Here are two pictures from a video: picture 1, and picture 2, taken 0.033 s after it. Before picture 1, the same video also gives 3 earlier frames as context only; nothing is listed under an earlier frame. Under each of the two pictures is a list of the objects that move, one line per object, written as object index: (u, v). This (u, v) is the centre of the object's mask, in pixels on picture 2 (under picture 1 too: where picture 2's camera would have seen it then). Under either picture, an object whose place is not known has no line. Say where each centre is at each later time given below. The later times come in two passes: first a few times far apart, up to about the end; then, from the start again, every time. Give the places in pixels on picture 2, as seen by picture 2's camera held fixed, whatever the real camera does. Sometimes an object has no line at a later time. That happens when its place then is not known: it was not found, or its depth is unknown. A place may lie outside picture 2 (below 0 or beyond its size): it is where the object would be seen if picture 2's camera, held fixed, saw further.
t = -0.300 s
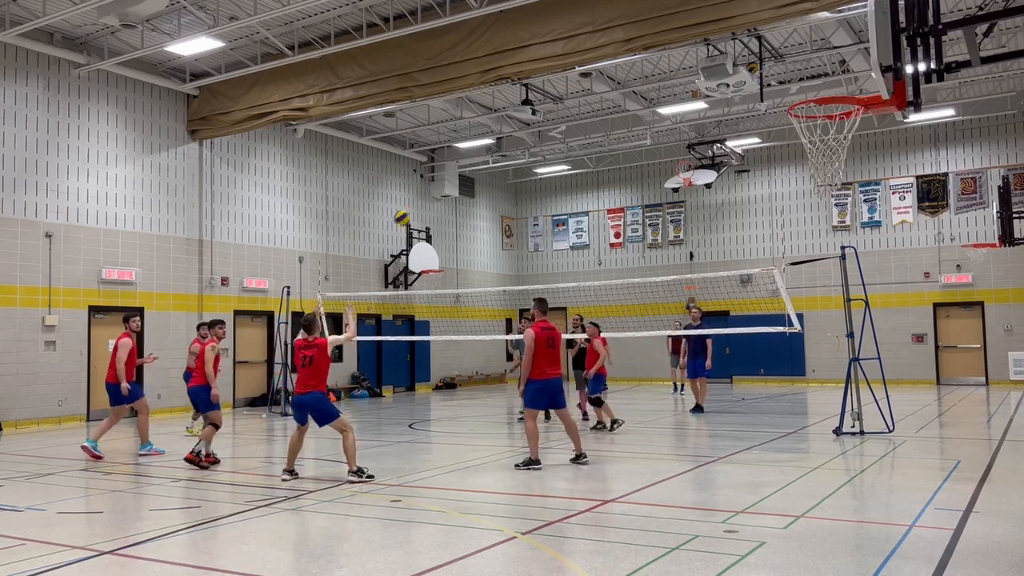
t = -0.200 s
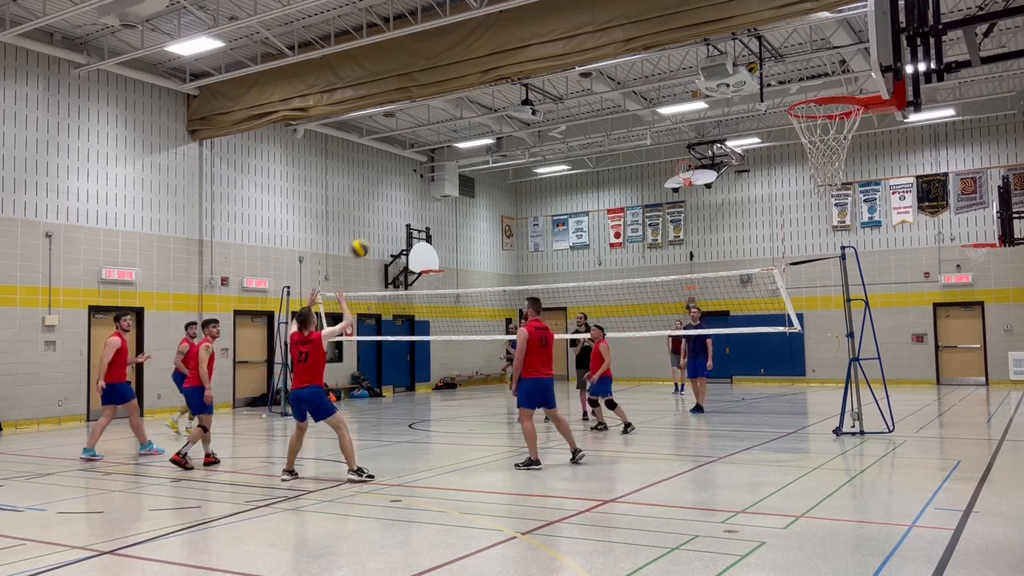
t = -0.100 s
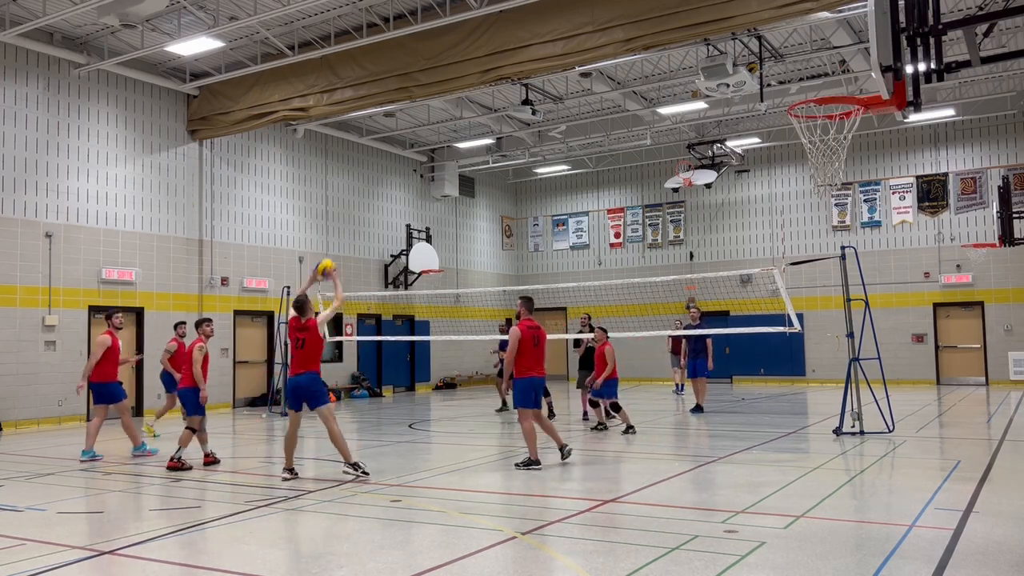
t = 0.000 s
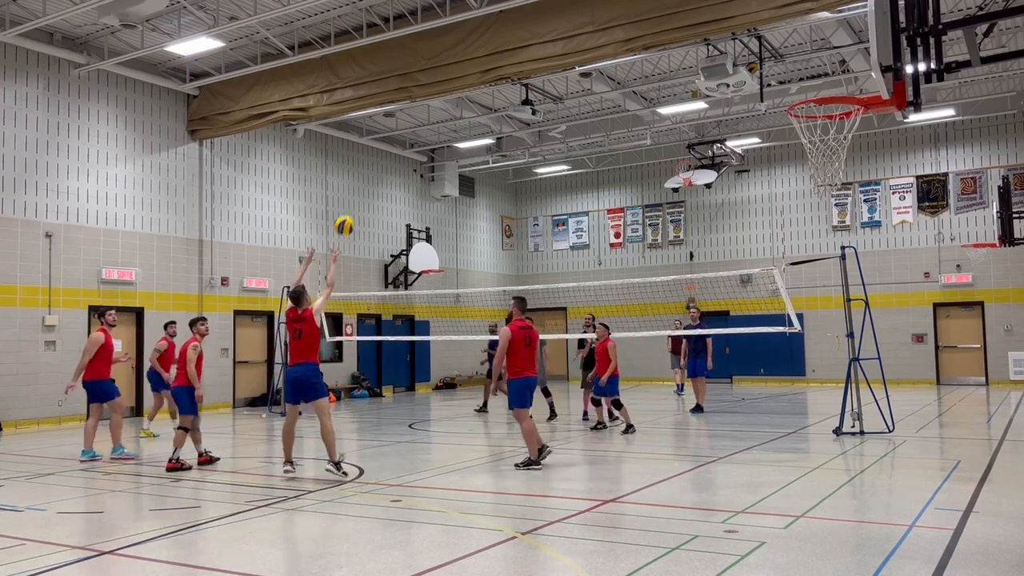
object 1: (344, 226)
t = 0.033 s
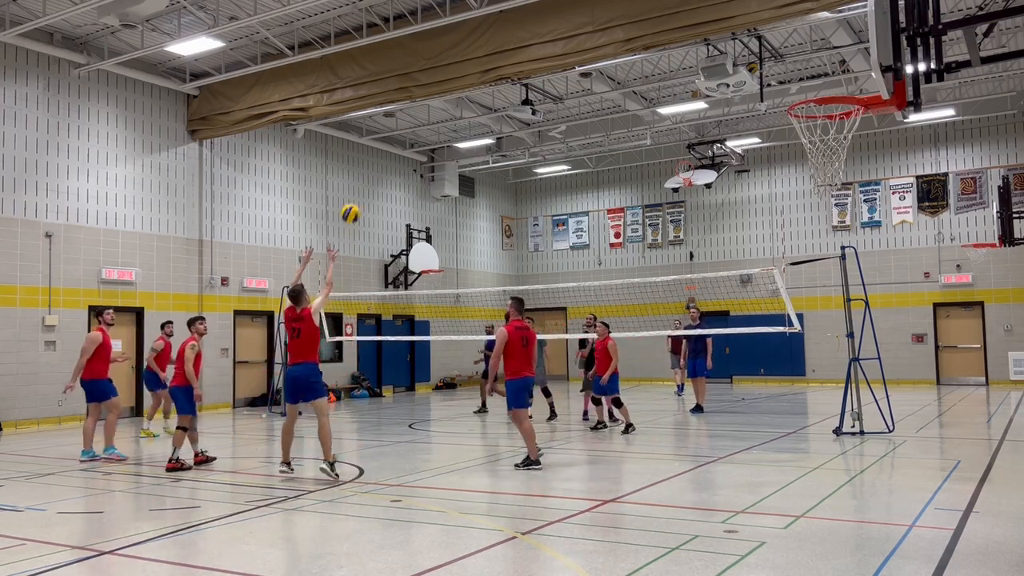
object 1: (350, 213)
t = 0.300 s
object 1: (394, 160)
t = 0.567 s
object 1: (432, 169)
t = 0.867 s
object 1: (468, 236)
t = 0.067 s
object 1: (356, 203)
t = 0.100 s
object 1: (362, 193)
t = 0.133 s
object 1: (367, 185)
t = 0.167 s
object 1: (373, 178)
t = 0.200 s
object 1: (379, 172)
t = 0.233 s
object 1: (384, 167)
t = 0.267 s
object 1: (389, 162)
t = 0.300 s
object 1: (394, 160)
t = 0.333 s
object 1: (399, 158)
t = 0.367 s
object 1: (404, 157)
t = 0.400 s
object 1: (409, 156)
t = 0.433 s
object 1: (414, 157)
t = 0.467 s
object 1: (419, 159)
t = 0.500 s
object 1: (423, 161)
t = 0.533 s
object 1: (428, 164)
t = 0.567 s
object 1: (432, 169)
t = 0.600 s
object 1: (437, 173)
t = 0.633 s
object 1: (441, 178)
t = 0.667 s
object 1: (445, 184)
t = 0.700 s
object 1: (449, 191)
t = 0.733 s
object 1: (452, 199)
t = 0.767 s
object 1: (457, 207)
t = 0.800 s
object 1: (461, 215)
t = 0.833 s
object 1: (465, 225)
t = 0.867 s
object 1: (468, 236)
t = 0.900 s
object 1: (472, 247)
